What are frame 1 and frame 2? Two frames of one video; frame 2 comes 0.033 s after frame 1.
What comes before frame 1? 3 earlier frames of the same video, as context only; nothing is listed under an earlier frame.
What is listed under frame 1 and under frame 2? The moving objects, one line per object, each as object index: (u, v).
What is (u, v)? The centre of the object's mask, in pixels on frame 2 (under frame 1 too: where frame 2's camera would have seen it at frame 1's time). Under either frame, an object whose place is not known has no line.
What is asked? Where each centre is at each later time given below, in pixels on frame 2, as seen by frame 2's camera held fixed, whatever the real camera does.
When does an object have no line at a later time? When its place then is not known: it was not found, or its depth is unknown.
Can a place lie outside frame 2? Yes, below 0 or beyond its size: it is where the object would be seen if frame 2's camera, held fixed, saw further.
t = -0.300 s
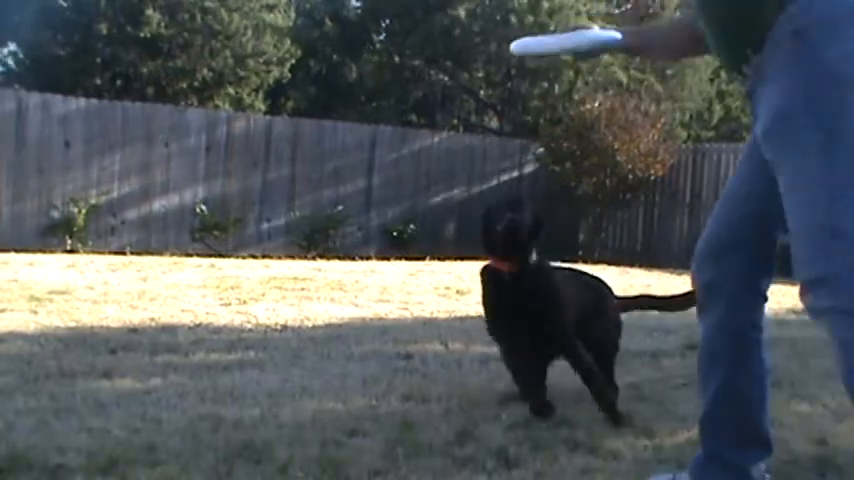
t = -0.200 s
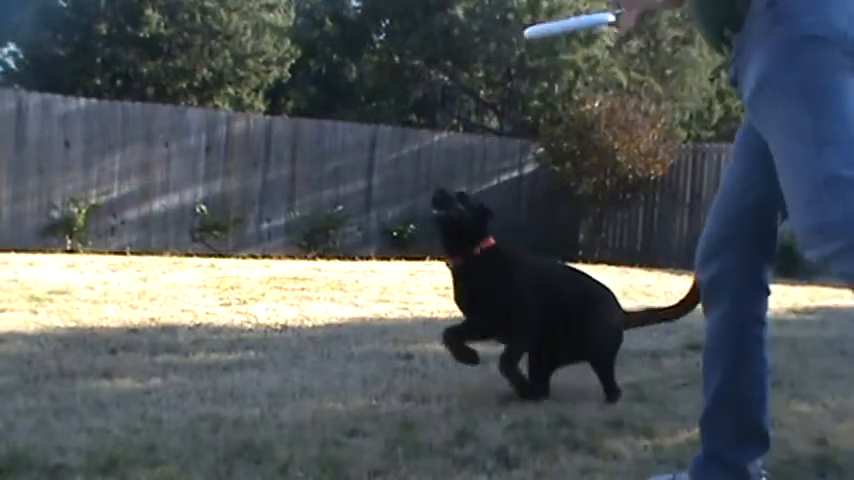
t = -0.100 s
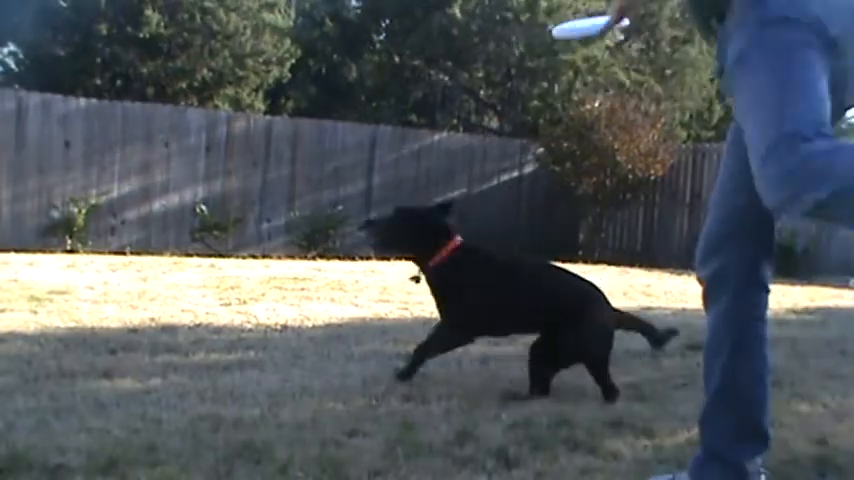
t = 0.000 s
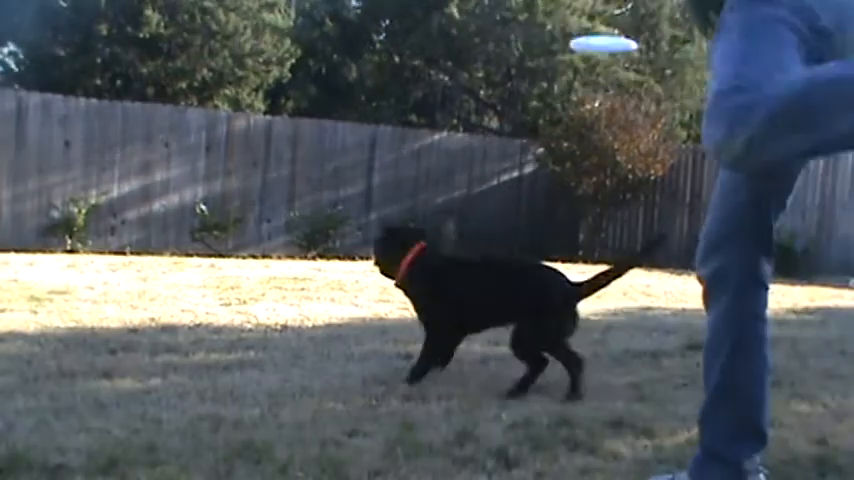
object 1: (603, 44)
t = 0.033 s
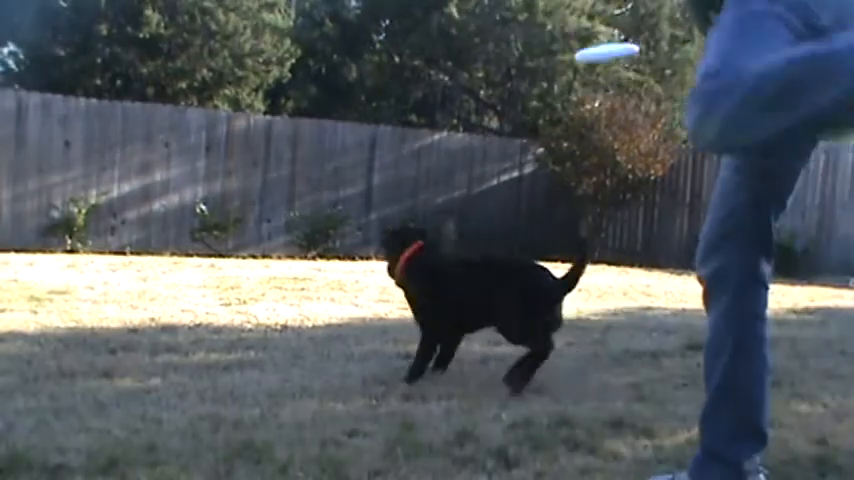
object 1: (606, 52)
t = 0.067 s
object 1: (610, 59)
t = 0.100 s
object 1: (613, 69)
